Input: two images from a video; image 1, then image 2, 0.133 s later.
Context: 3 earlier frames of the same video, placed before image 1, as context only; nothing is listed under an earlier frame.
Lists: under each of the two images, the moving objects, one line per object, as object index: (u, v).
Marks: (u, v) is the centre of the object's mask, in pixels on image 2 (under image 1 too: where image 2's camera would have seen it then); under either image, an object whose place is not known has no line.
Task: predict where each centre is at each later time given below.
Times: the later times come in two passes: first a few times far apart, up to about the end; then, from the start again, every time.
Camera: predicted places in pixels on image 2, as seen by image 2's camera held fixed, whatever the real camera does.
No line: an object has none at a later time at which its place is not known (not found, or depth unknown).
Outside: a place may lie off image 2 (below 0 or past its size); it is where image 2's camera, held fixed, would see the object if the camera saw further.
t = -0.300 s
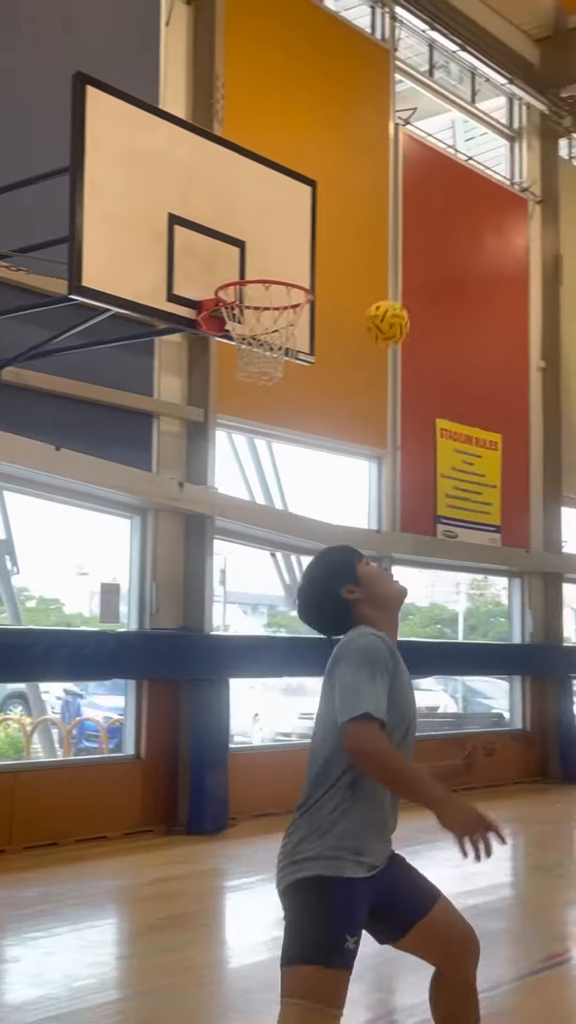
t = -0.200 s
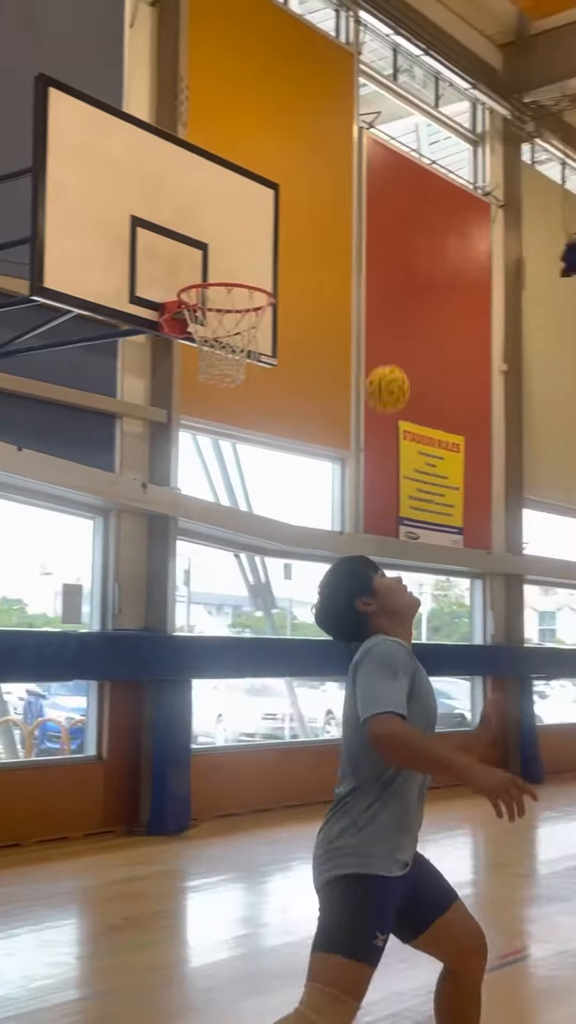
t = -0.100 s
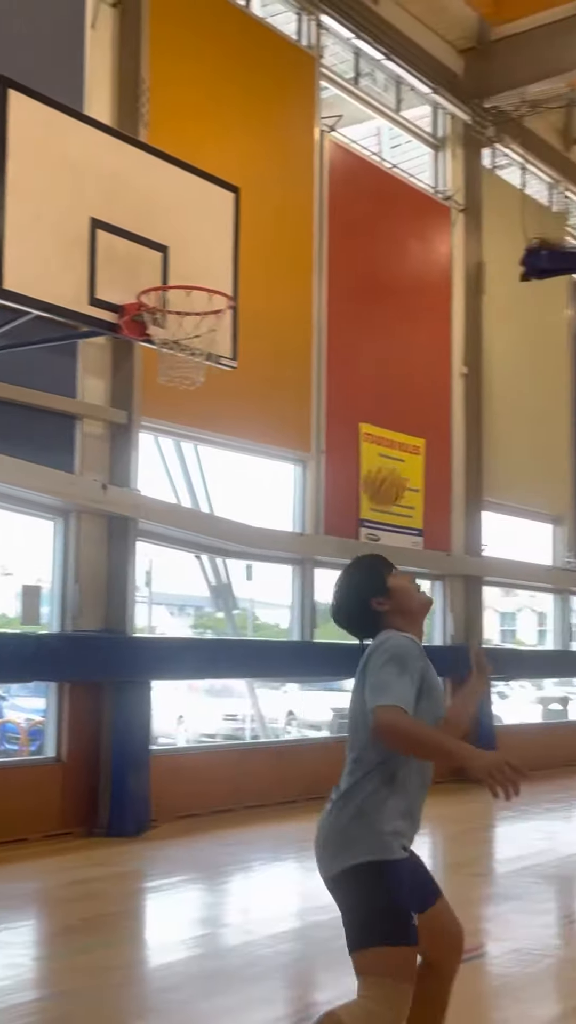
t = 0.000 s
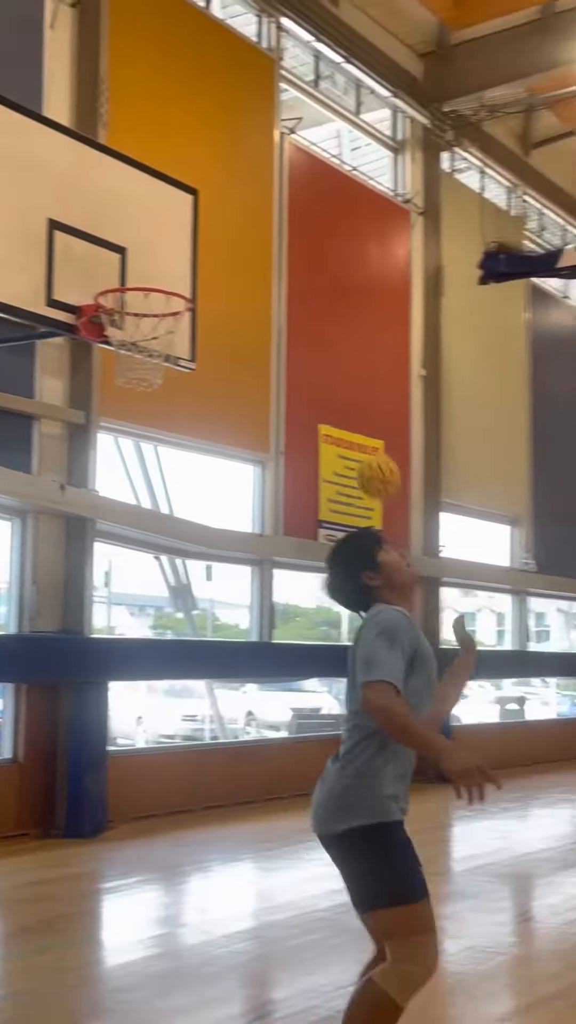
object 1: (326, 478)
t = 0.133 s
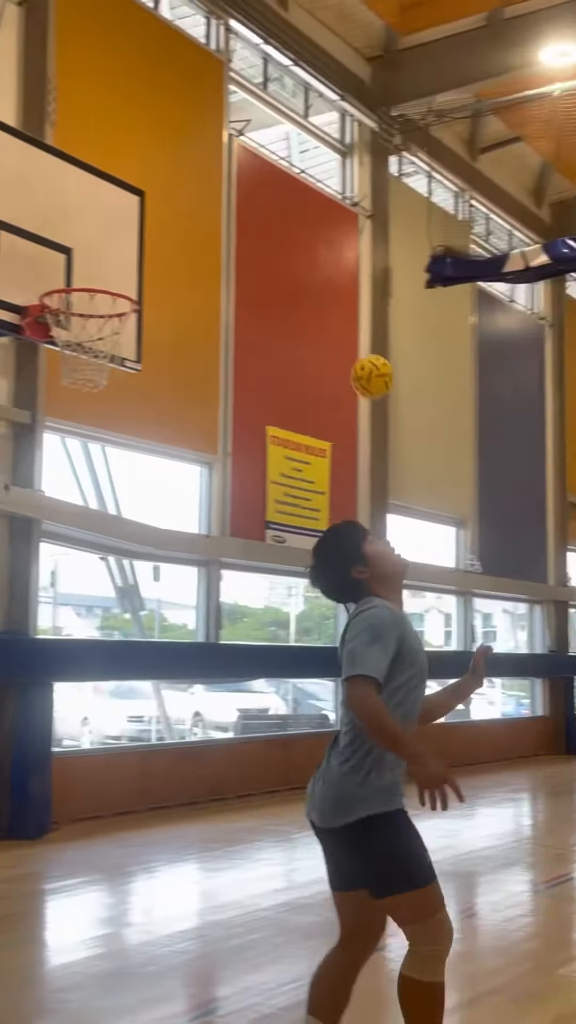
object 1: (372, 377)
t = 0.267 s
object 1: (421, 334)
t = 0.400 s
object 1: (472, 348)
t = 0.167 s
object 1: (384, 361)
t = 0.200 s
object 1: (396, 348)
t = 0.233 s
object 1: (408, 339)
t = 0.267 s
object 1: (421, 334)
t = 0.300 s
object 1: (433, 333)
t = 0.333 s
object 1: (446, 334)
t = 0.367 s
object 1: (459, 339)
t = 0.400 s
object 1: (472, 348)
